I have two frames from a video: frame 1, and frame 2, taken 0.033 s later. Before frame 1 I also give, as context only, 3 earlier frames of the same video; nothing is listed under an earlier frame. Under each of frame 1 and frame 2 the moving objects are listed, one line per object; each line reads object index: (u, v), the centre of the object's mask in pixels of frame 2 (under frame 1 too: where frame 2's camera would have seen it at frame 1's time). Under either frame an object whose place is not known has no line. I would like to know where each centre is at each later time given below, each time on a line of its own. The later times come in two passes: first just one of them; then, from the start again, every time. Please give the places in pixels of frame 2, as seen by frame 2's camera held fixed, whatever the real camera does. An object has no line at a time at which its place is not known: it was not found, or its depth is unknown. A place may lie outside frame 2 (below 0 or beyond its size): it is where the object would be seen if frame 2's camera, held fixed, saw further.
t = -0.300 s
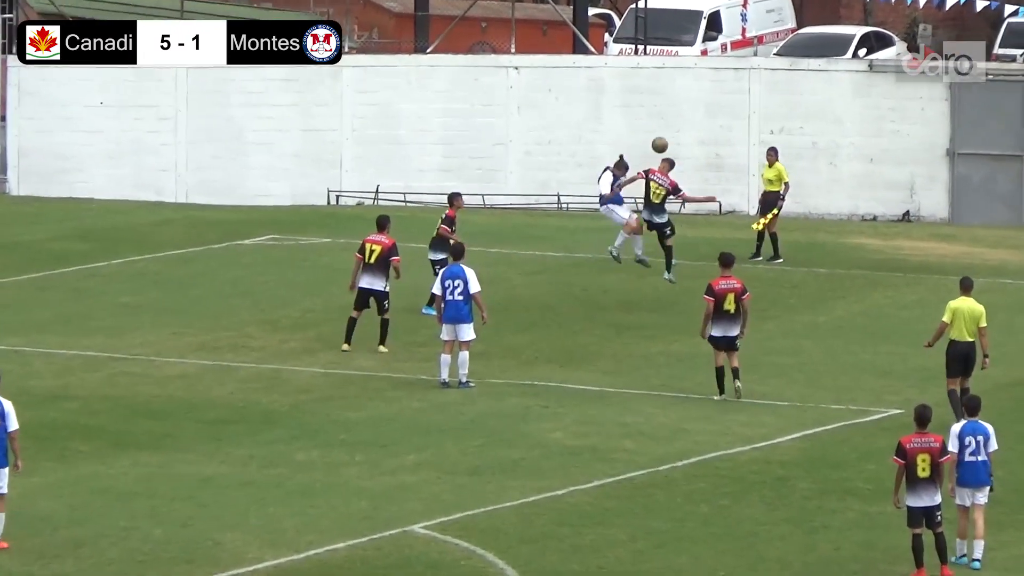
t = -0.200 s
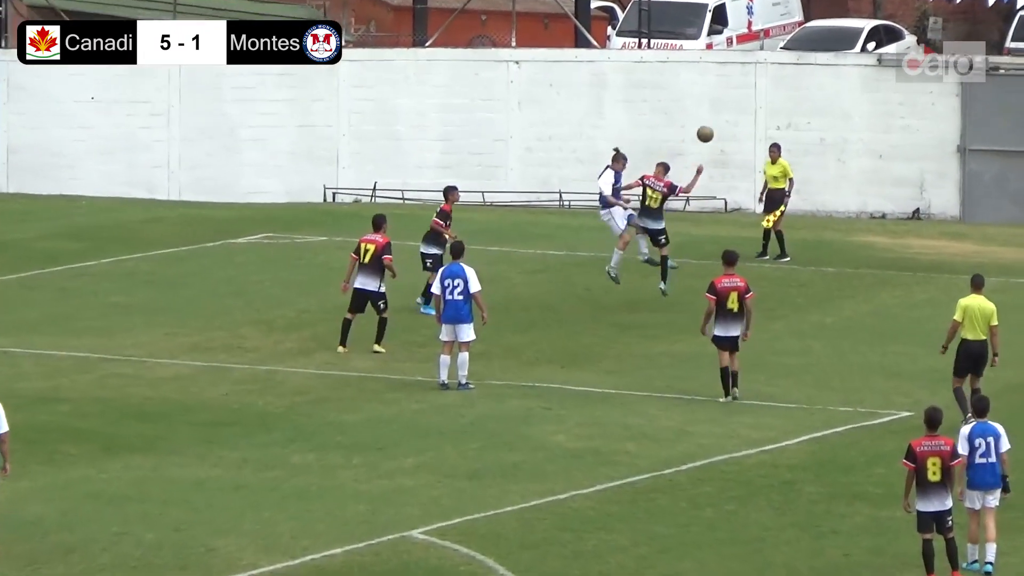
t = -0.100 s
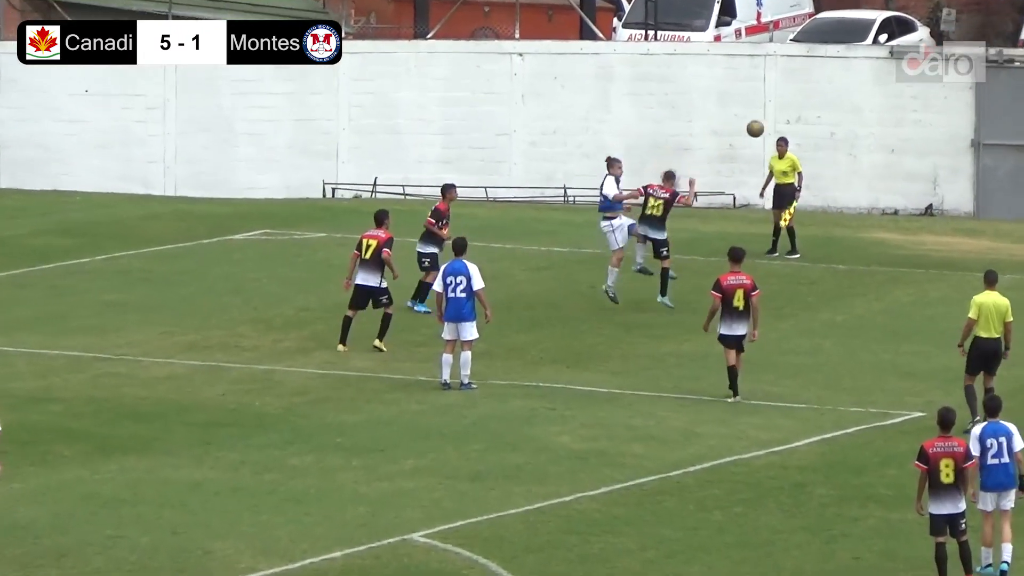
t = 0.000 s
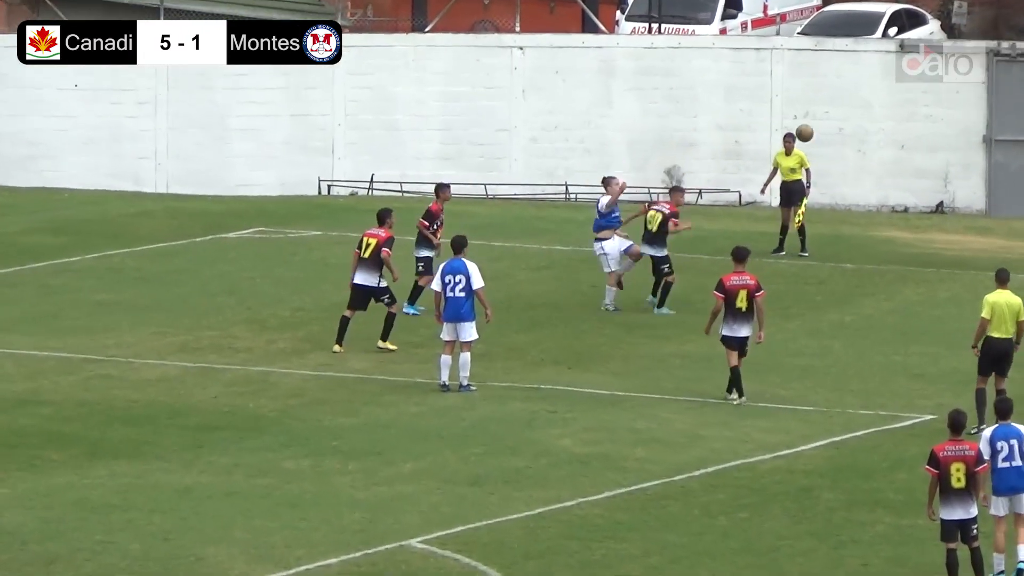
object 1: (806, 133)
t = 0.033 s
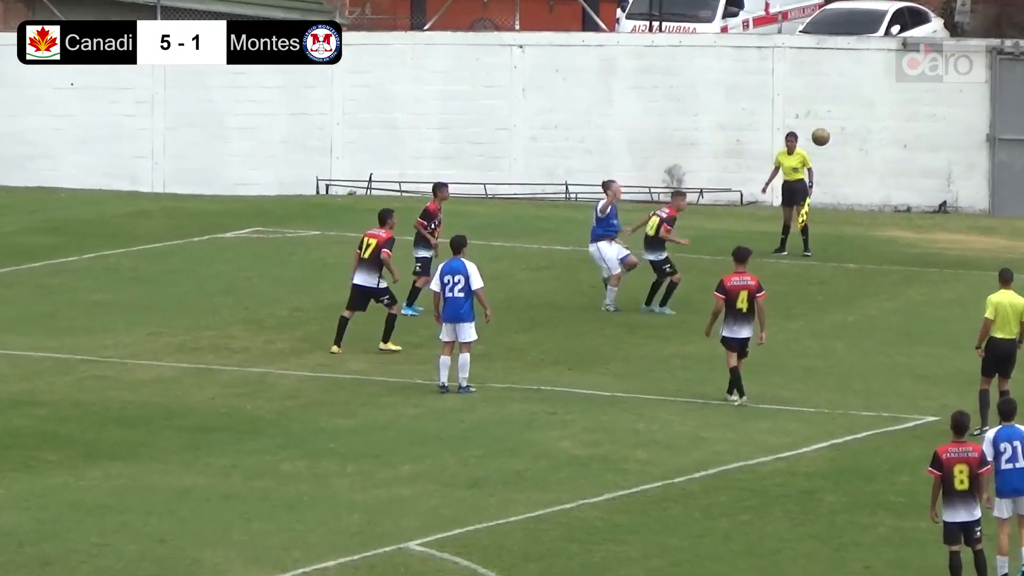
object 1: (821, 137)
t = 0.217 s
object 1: (898, 178)
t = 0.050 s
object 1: (828, 139)
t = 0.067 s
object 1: (836, 142)
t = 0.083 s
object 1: (843, 145)
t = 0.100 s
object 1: (851, 148)
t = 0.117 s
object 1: (858, 152)
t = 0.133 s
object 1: (866, 156)
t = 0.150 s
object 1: (873, 161)
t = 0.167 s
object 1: (880, 165)
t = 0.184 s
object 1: (886, 169)
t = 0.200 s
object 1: (892, 173)
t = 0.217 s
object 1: (898, 178)
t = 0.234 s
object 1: (902, 184)
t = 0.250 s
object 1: (909, 189)
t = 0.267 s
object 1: (914, 195)
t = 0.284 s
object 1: (918, 200)
